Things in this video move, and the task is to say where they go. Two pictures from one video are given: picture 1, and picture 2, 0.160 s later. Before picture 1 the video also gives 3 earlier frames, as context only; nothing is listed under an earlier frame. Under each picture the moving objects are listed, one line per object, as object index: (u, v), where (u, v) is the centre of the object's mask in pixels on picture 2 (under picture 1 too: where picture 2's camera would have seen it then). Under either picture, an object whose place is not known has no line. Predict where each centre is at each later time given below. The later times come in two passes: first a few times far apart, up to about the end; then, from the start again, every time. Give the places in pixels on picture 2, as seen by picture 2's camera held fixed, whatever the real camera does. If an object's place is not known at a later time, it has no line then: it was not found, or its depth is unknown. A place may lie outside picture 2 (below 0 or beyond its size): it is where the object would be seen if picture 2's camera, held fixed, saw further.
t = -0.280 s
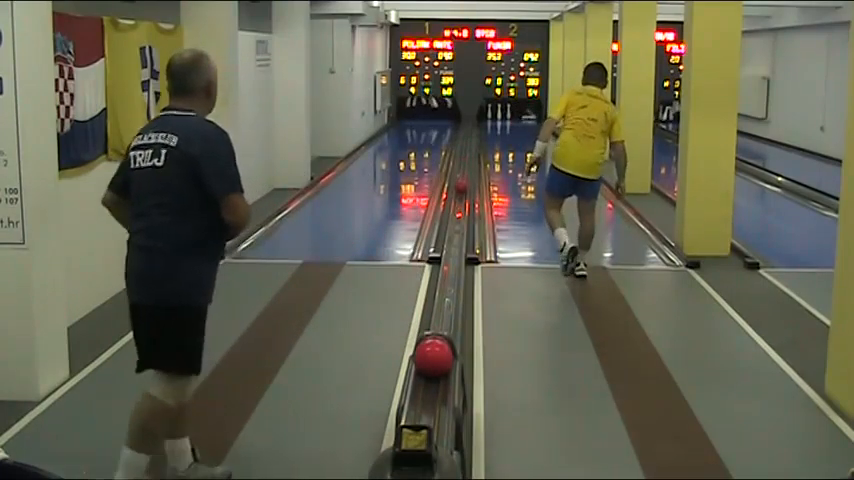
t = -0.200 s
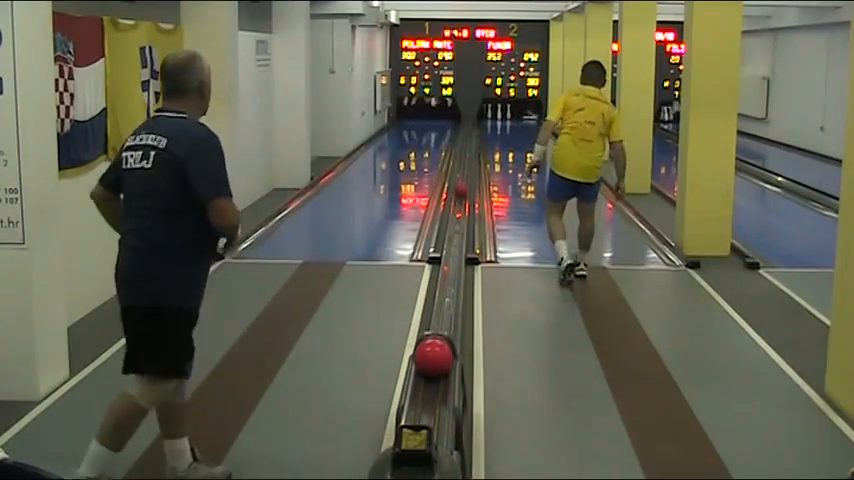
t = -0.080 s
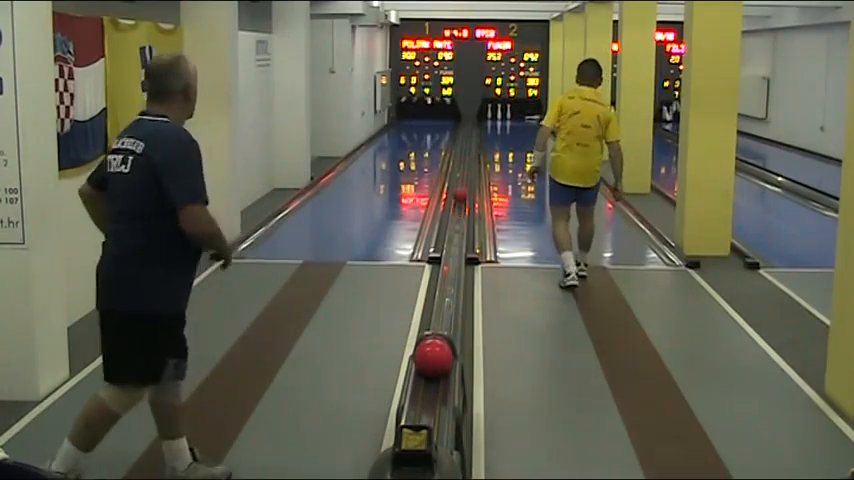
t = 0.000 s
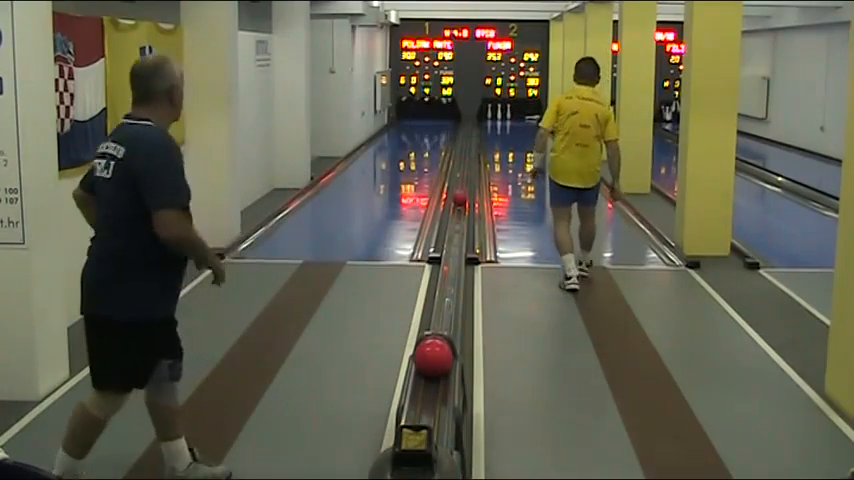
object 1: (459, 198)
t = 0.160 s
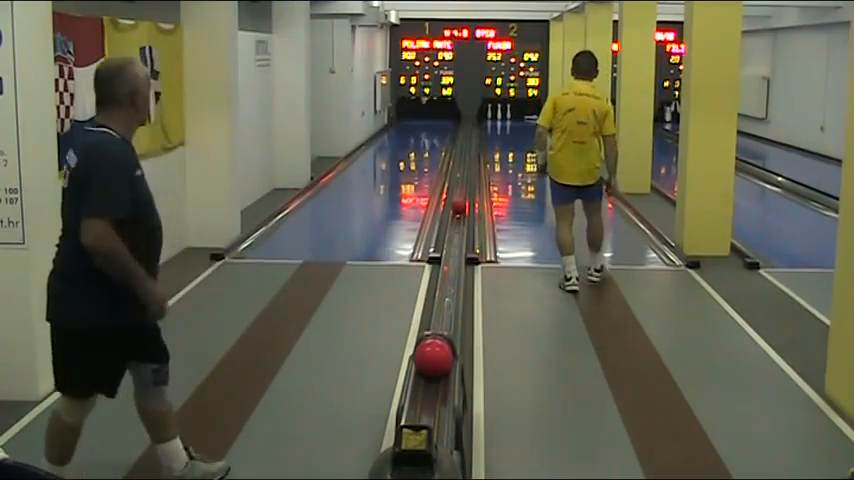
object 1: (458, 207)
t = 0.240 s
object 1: (458, 210)
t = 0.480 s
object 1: (457, 223)
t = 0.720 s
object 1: (455, 241)
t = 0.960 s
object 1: (452, 260)
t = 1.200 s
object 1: (450, 283)
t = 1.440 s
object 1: (446, 313)
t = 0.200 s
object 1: (458, 209)
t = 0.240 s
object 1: (458, 210)
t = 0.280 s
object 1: (457, 212)
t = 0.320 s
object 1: (458, 213)
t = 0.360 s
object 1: (457, 215)
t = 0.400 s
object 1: (457, 219)
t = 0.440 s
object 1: (457, 221)
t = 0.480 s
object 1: (457, 223)
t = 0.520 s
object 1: (456, 227)
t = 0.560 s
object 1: (456, 228)
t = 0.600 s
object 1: (456, 231)
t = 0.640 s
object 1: (455, 234)
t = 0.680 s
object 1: (455, 238)
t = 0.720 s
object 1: (455, 241)
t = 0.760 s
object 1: (454, 243)
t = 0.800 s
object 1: (454, 246)
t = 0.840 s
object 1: (453, 249)
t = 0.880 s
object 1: (453, 252)
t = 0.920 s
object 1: (453, 256)
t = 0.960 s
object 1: (452, 260)
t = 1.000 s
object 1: (452, 263)
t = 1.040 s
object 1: (451, 267)
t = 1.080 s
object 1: (451, 271)
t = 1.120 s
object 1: (450, 275)
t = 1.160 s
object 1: (450, 279)
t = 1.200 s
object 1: (450, 283)
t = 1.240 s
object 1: (449, 288)
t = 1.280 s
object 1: (449, 292)
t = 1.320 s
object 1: (448, 297)
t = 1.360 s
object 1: (447, 302)
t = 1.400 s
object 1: (447, 307)
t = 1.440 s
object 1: (446, 313)
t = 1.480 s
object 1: (446, 317)
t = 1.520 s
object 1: (446, 322)
